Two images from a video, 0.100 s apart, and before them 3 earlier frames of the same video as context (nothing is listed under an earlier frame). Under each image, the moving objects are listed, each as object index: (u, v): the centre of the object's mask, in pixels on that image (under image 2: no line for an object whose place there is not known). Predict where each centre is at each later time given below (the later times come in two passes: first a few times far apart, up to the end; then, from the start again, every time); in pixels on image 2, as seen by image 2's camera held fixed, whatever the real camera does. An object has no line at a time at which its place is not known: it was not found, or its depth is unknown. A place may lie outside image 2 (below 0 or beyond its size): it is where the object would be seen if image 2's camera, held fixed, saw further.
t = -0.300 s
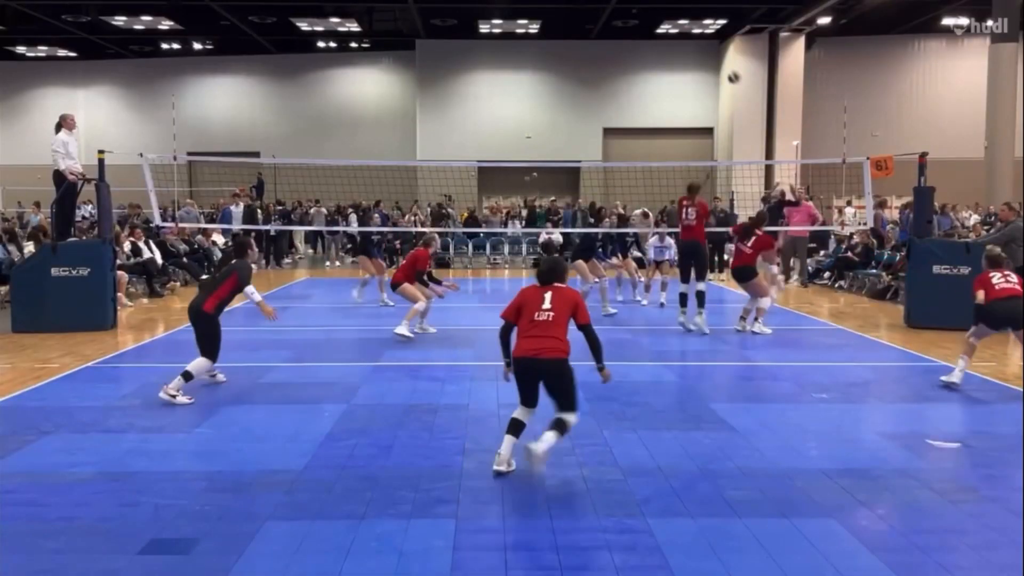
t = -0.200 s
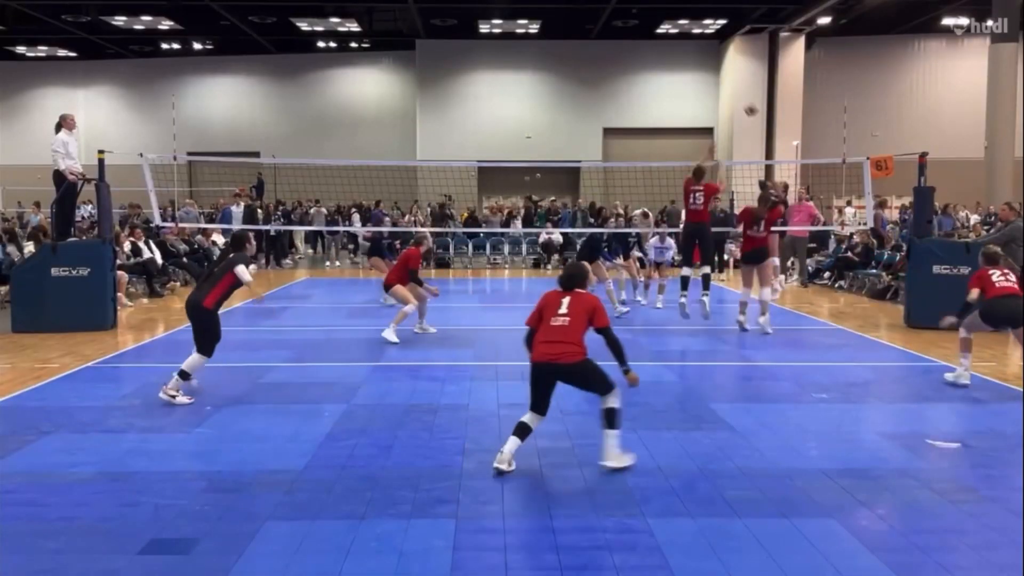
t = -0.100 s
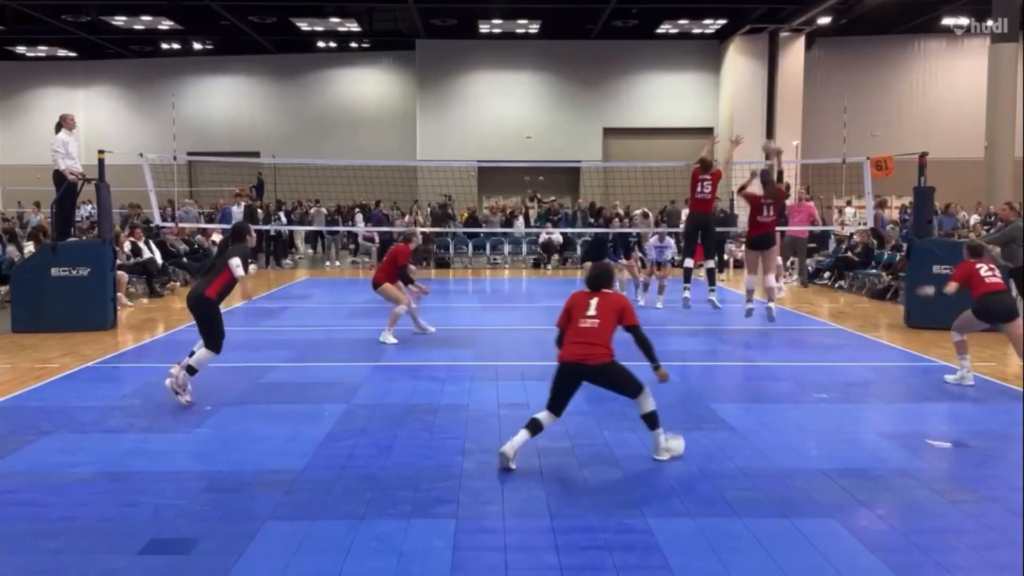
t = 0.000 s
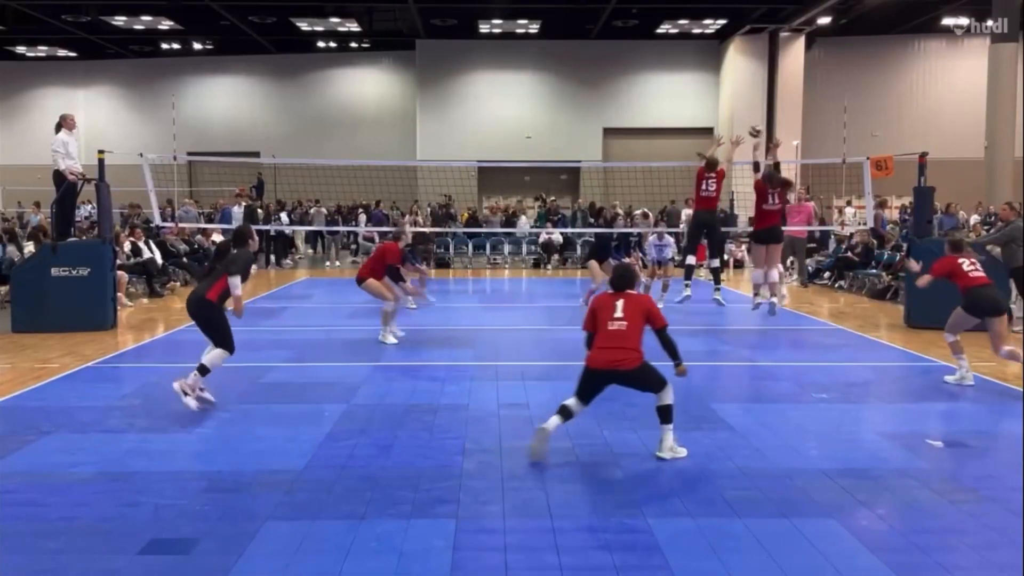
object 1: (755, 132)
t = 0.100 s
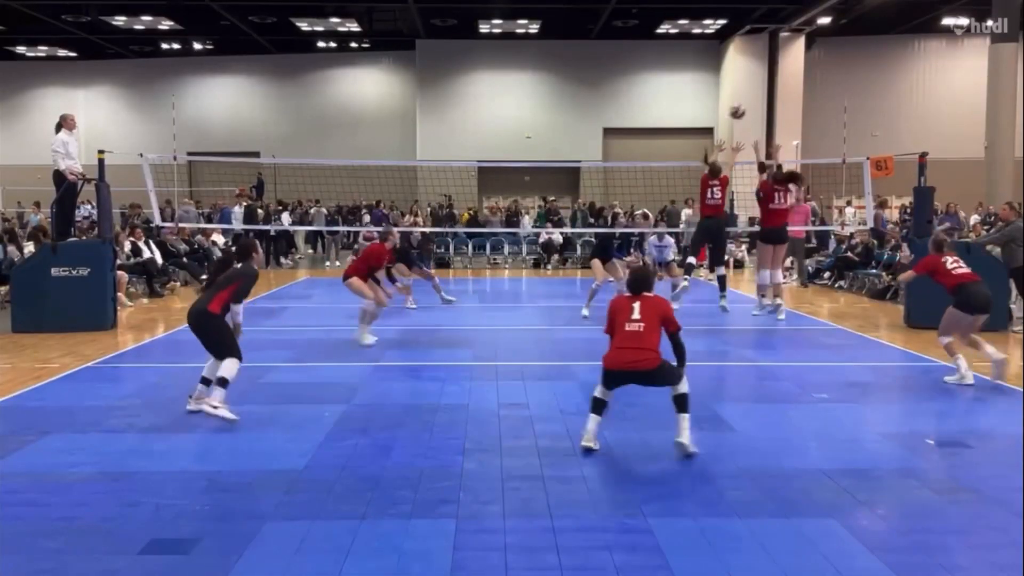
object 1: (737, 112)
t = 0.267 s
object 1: (698, 94)
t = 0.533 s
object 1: (602, 124)
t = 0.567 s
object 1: (587, 134)
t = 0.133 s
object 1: (731, 107)
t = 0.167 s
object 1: (722, 103)
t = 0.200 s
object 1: (714, 99)
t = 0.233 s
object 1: (706, 96)
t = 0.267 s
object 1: (698, 94)
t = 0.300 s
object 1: (688, 94)
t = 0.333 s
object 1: (678, 93)
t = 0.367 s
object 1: (668, 95)
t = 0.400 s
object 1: (656, 98)
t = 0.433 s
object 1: (644, 103)
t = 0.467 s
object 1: (632, 107)
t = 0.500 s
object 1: (617, 115)
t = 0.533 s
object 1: (602, 124)
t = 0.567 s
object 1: (587, 134)
